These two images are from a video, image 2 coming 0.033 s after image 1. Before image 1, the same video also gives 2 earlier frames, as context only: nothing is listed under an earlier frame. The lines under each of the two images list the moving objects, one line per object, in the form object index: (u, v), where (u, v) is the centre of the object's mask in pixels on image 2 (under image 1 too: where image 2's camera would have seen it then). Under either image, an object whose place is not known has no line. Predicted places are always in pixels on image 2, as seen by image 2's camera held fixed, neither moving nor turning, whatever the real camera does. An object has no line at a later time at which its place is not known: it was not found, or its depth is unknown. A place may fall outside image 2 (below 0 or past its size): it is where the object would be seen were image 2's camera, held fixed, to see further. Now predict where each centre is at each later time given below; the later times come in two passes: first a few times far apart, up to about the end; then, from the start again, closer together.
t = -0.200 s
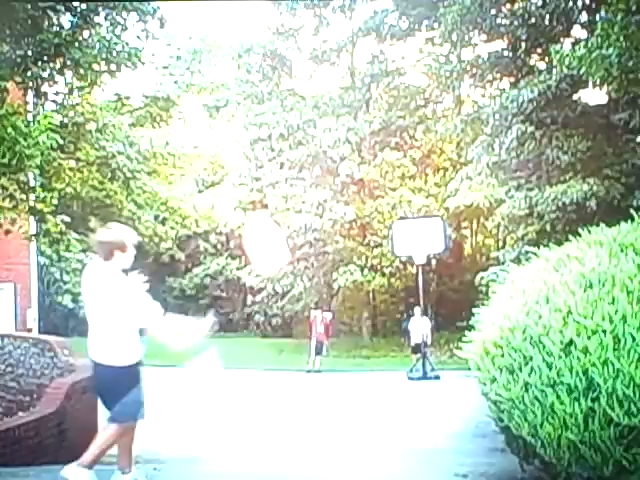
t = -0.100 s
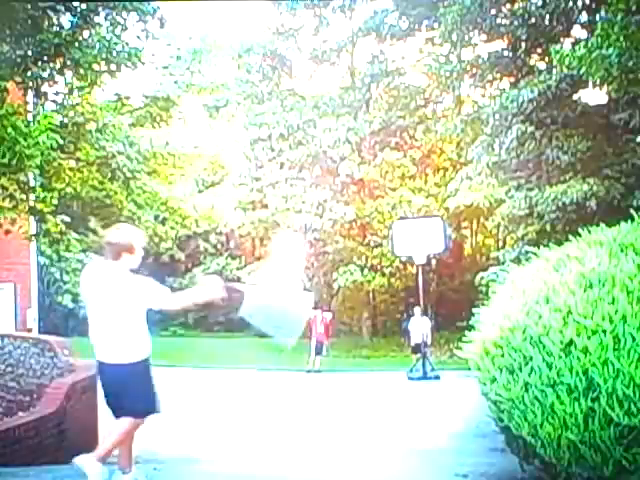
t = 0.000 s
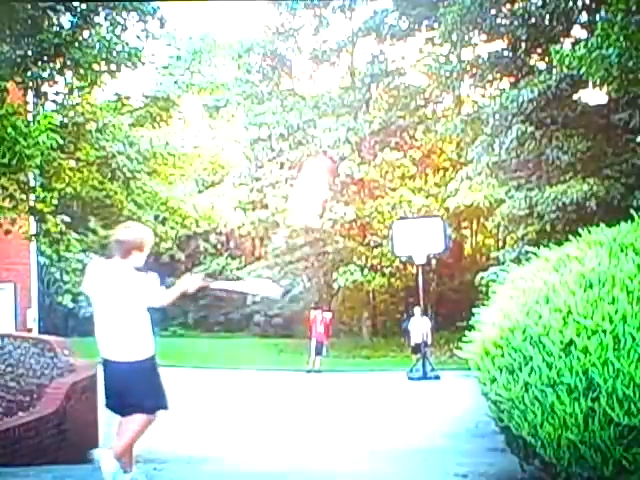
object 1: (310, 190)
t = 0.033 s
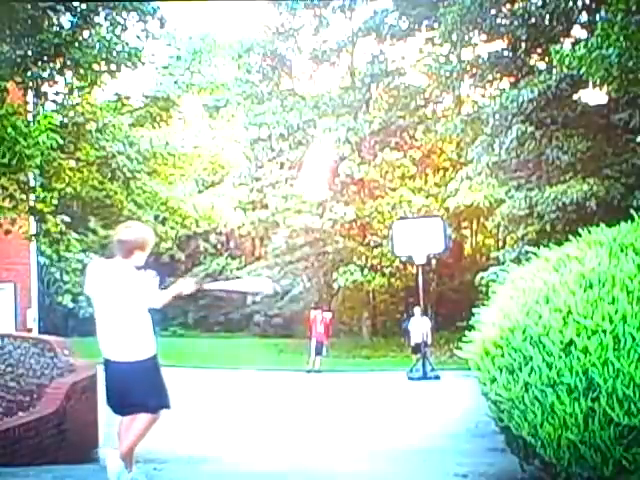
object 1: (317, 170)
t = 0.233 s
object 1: (349, 91)
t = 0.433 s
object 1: (368, 72)
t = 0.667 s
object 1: (389, 83)
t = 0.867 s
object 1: (398, 116)
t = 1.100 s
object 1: (410, 164)
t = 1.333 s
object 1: (419, 216)
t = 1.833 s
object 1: (420, 262)
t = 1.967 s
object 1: (427, 277)
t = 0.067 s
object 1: (323, 149)
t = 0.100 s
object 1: (331, 132)
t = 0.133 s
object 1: (335, 121)
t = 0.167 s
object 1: (341, 105)
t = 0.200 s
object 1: (344, 101)
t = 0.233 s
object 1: (349, 91)
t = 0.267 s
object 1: (354, 87)
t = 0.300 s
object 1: (356, 83)
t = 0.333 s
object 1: (361, 78)
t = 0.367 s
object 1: (363, 75)
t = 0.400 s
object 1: (366, 73)
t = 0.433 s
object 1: (368, 72)
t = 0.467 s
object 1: (372, 72)
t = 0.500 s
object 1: (374, 71)
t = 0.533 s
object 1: (376, 71)
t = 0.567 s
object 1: (379, 72)
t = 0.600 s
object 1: (382, 75)
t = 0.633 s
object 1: (387, 80)
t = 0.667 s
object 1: (389, 83)
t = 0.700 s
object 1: (389, 86)
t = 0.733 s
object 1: (390, 92)
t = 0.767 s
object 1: (392, 97)
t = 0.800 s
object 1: (394, 102)
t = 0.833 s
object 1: (395, 109)
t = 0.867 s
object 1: (398, 116)
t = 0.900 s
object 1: (399, 121)
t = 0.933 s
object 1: (401, 127)
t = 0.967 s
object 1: (403, 134)
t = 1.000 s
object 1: (405, 142)
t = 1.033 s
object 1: (406, 149)
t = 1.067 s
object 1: (408, 157)
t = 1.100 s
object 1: (410, 164)
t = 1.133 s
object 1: (411, 172)
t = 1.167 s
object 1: (413, 180)
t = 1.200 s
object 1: (414, 189)
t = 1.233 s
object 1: (416, 197)
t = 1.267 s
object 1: (417, 206)
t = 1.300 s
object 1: (418, 211)
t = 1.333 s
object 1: (419, 216)
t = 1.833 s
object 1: (420, 262)
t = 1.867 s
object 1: (421, 265)
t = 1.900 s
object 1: (423, 271)
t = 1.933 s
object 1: (424, 273)
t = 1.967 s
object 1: (427, 277)
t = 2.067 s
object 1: (429, 296)
